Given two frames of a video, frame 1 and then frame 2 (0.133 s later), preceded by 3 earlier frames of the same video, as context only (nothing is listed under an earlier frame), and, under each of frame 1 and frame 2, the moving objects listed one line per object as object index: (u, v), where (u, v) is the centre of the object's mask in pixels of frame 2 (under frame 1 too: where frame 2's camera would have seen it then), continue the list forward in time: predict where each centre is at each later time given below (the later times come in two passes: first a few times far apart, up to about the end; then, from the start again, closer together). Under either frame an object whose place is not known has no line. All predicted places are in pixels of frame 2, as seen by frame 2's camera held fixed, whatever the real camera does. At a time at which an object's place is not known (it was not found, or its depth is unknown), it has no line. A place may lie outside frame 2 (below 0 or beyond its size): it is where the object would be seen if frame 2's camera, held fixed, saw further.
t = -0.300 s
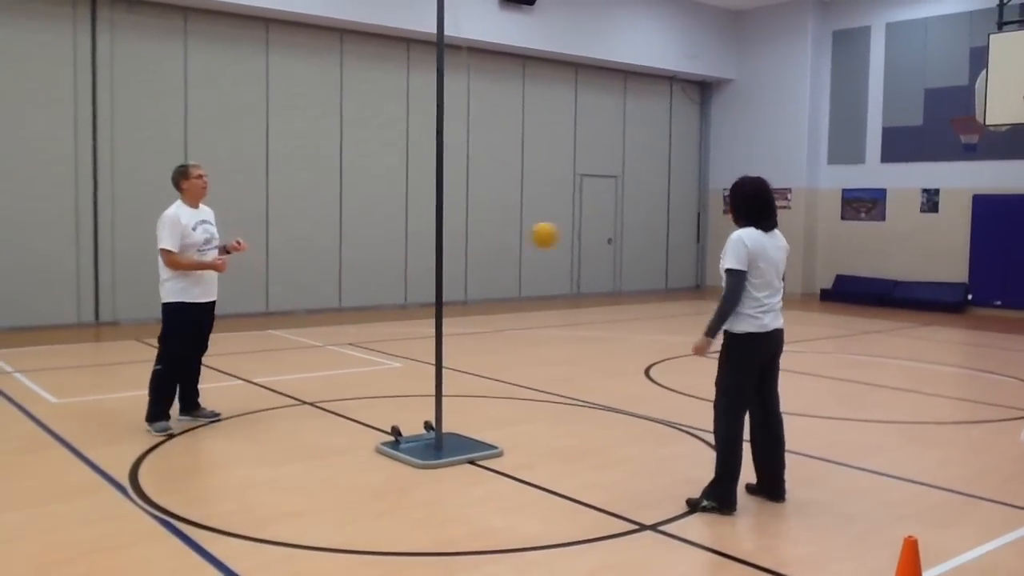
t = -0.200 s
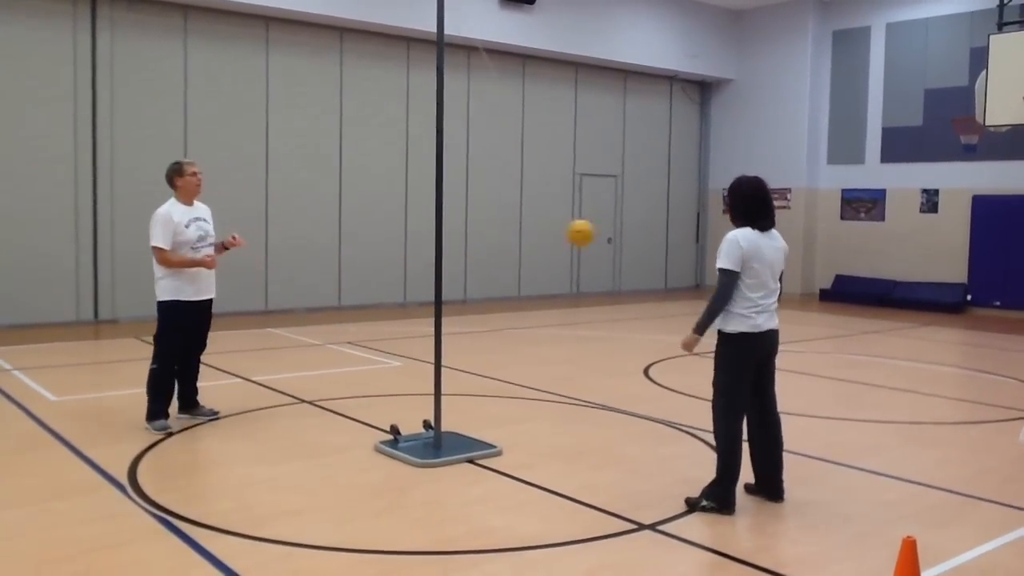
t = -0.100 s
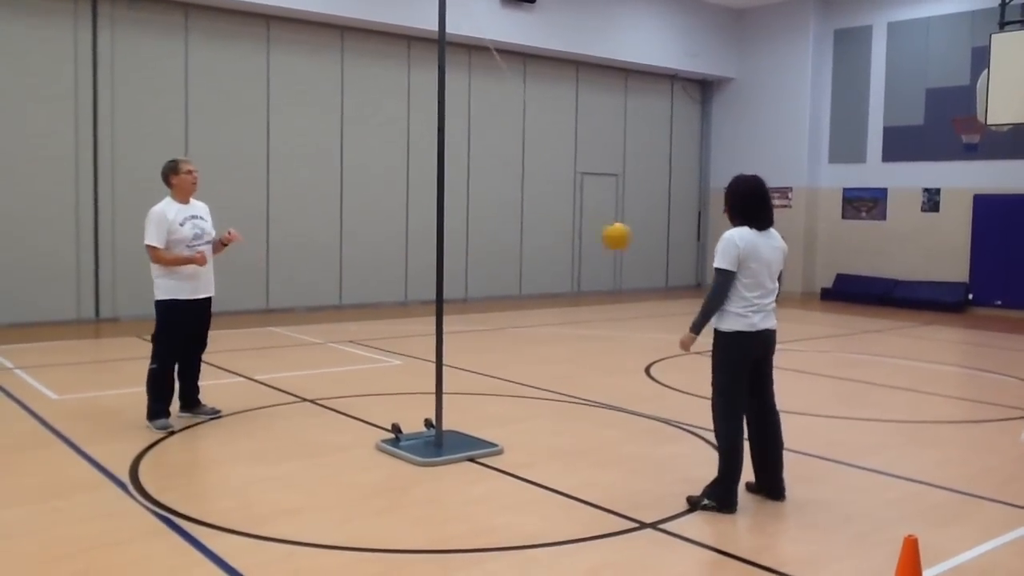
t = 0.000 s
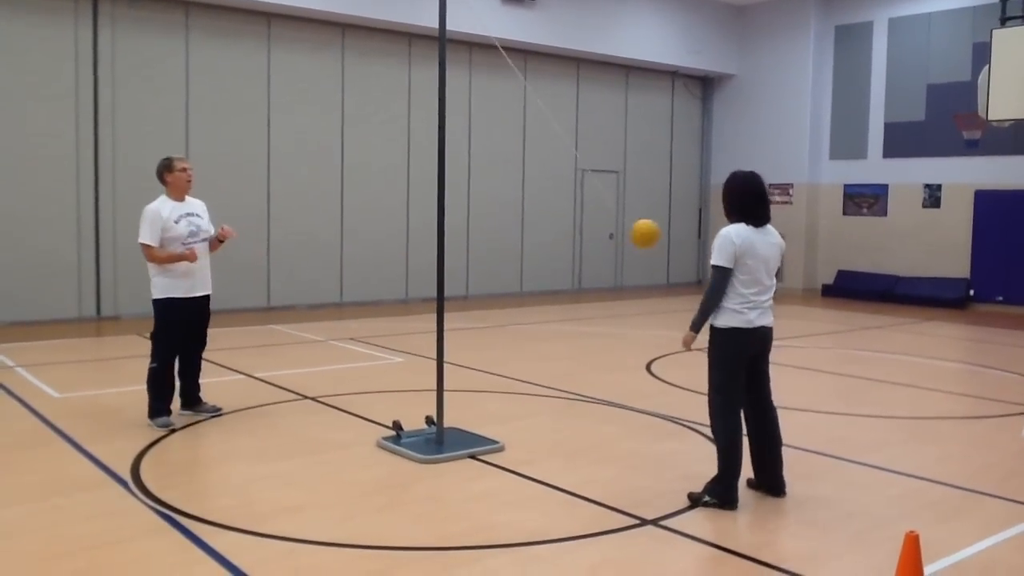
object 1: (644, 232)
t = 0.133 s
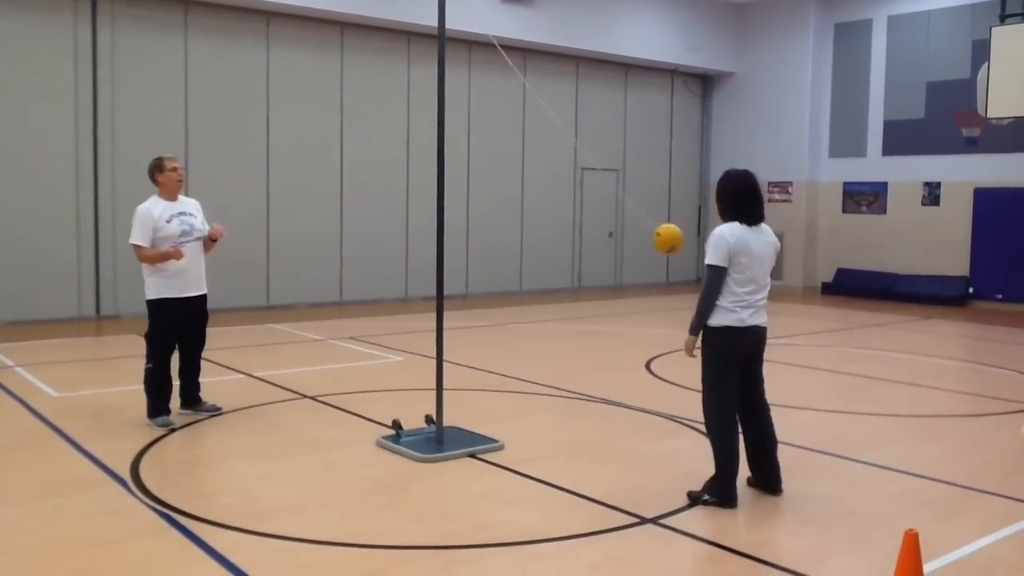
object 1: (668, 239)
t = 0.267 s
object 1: (674, 251)
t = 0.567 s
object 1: (591, 275)
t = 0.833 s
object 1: (420, 281)
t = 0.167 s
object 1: (671, 242)
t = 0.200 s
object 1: (674, 246)
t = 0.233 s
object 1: (675, 250)
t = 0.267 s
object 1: (674, 251)
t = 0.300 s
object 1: (672, 253)
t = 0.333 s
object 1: (668, 254)
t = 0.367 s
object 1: (662, 256)
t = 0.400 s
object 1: (655, 260)
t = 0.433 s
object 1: (647, 263)
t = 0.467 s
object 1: (636, 268)
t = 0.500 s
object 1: (623, 271)
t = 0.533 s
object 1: (608, 273)
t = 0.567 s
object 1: (591, 275)
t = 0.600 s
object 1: (573, 276)
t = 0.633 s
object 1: (553, 277)
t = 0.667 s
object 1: (533, 278)
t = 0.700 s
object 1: (512, 279)
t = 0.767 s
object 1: (466, 281)
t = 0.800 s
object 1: (443, 282)
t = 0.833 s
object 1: (420, 281)
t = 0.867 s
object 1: (397, 280)
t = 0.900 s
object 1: (373, 278)
